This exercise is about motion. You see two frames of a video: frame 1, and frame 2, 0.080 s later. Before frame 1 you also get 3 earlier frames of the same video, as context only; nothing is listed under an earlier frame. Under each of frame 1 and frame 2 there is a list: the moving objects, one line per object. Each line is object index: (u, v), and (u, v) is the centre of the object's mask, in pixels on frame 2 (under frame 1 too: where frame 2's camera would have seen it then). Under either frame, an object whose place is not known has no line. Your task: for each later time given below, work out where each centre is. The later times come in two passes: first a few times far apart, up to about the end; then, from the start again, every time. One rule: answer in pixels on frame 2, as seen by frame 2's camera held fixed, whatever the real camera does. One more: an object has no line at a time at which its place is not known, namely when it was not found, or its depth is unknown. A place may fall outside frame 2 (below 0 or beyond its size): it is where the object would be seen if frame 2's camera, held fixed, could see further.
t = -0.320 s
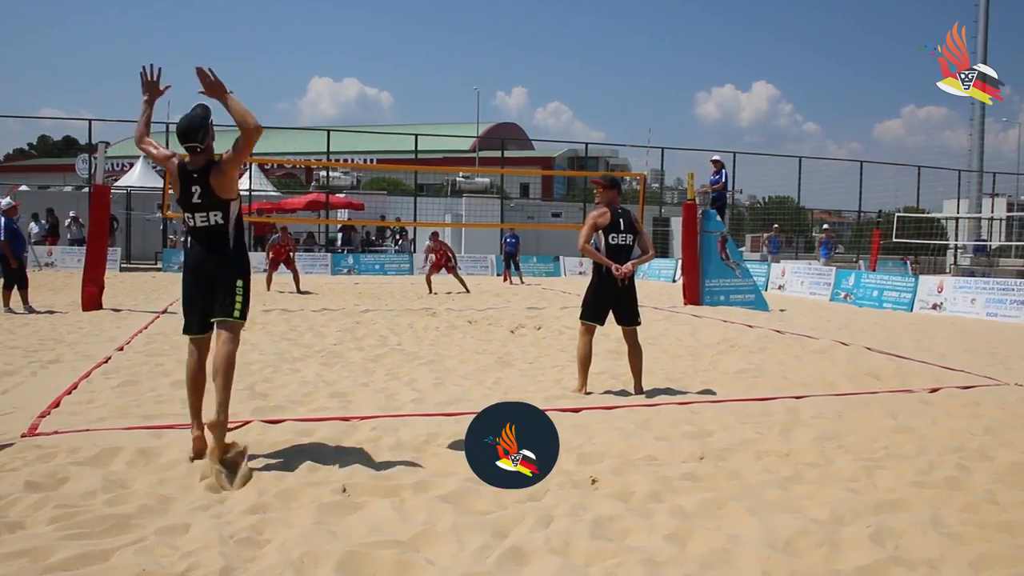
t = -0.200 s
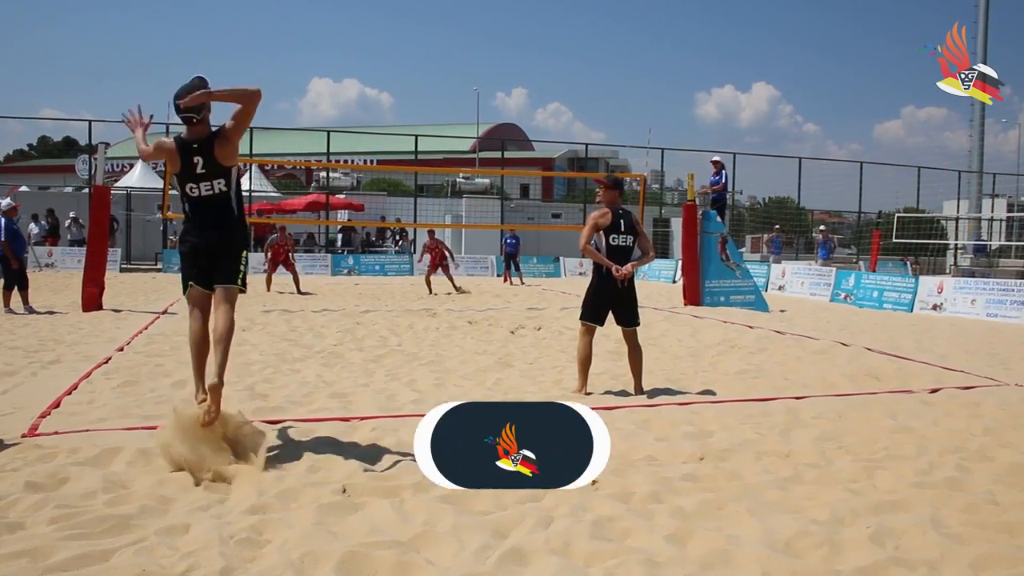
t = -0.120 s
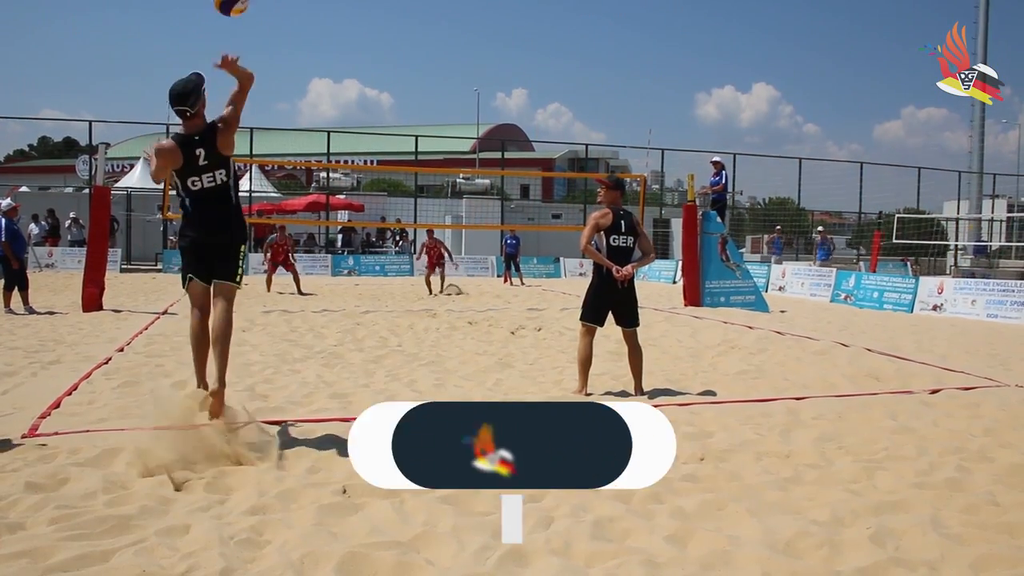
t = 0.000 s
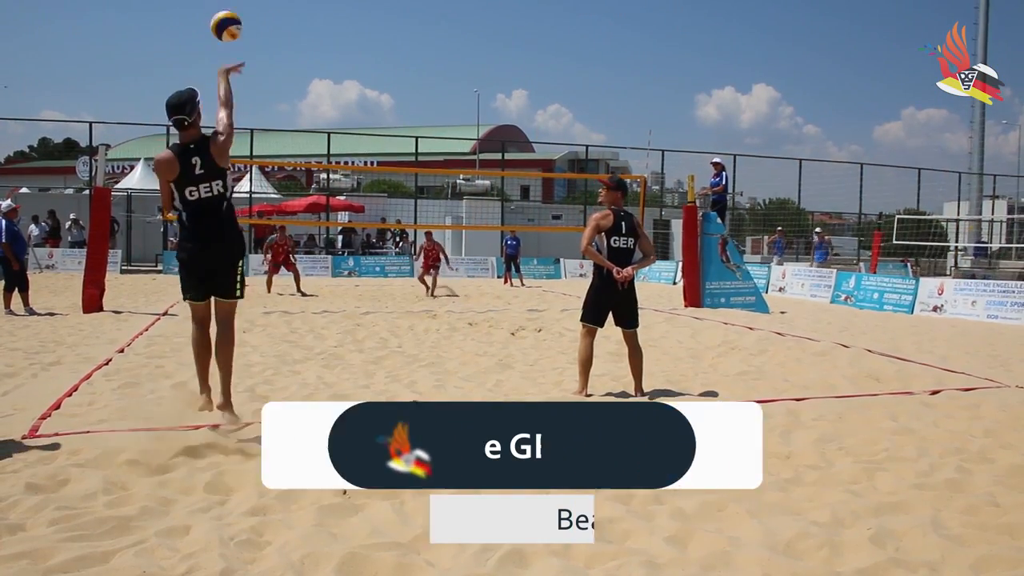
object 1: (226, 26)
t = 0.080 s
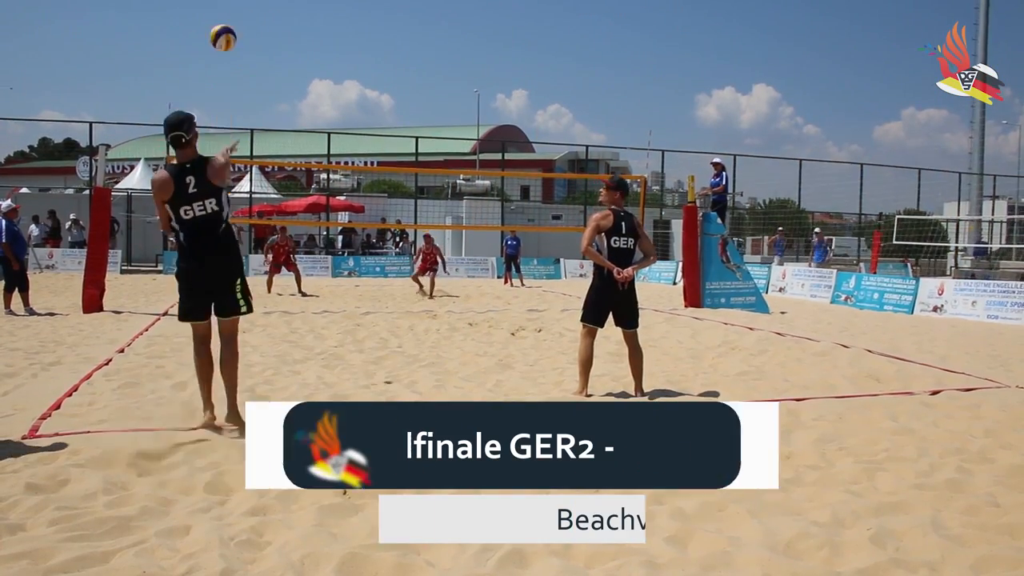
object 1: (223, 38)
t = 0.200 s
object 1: (219, 59)
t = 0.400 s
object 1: (218, 105)
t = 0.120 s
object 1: (221, 44)
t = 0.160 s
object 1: (219, 51)
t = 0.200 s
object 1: (219, 59)
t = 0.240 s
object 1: (218, 67)
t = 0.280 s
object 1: (218, 75)
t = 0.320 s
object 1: (218, 84)
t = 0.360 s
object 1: (218, 94)
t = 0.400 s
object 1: (218, 105)
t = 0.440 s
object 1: (218, 115)
